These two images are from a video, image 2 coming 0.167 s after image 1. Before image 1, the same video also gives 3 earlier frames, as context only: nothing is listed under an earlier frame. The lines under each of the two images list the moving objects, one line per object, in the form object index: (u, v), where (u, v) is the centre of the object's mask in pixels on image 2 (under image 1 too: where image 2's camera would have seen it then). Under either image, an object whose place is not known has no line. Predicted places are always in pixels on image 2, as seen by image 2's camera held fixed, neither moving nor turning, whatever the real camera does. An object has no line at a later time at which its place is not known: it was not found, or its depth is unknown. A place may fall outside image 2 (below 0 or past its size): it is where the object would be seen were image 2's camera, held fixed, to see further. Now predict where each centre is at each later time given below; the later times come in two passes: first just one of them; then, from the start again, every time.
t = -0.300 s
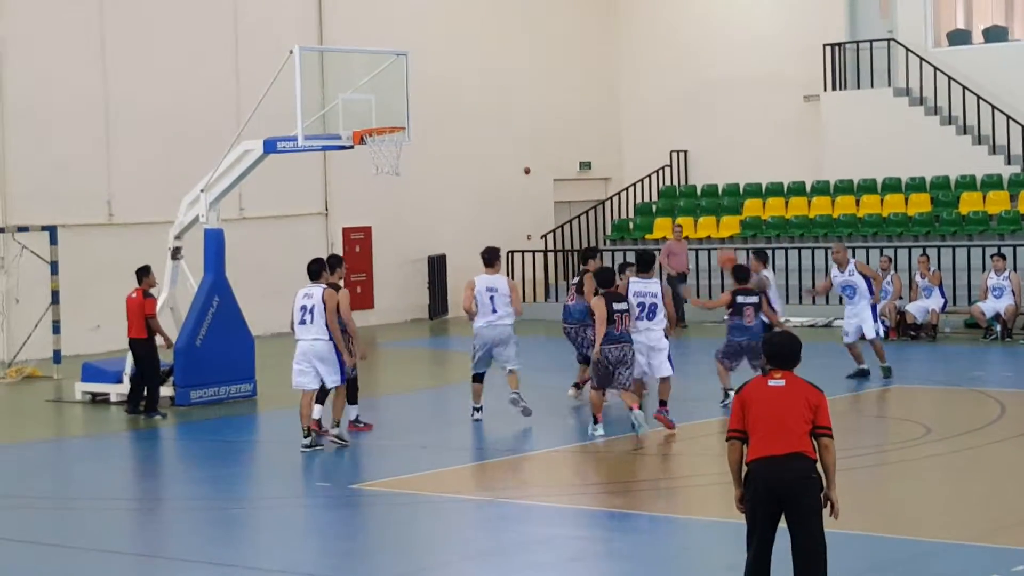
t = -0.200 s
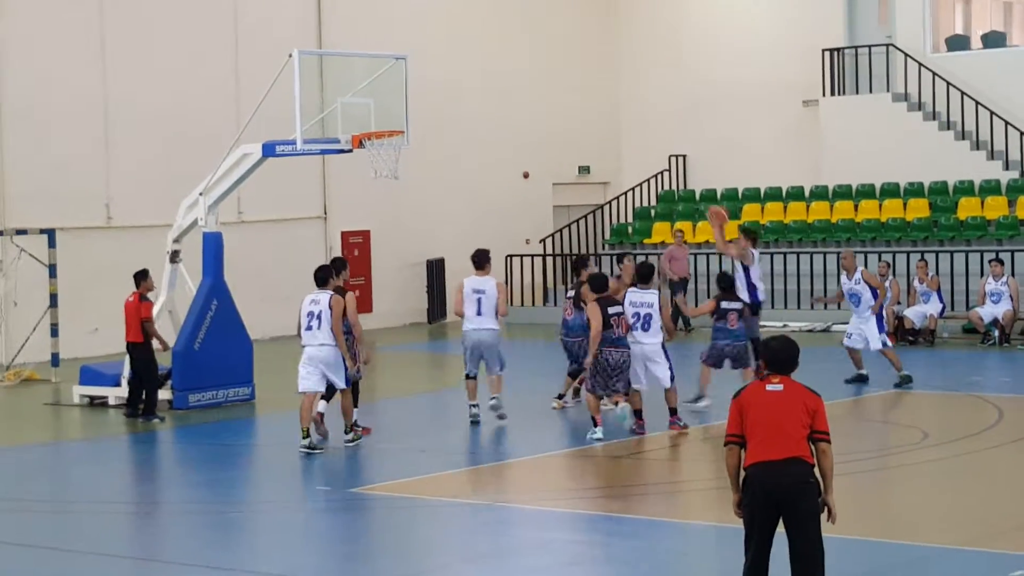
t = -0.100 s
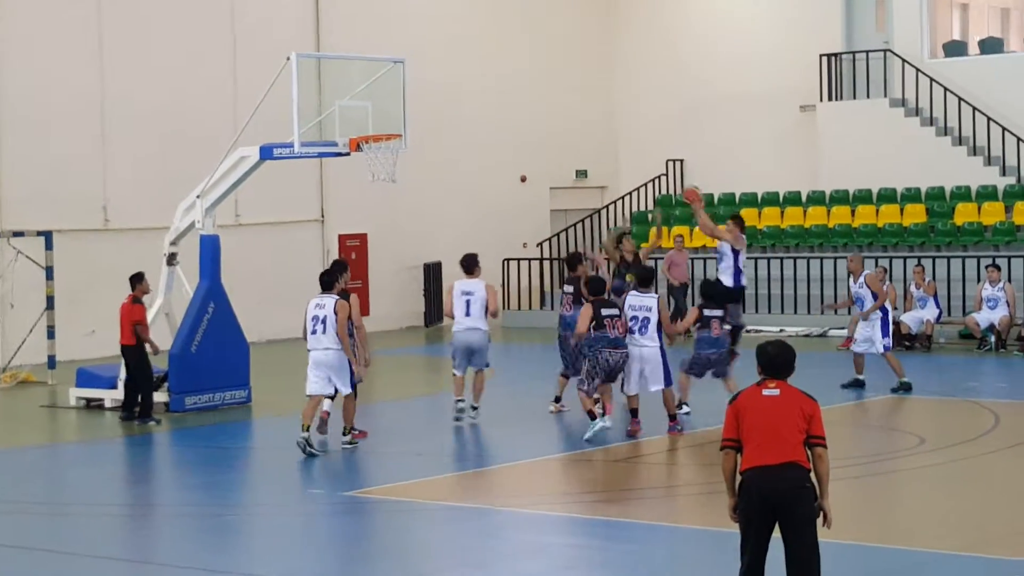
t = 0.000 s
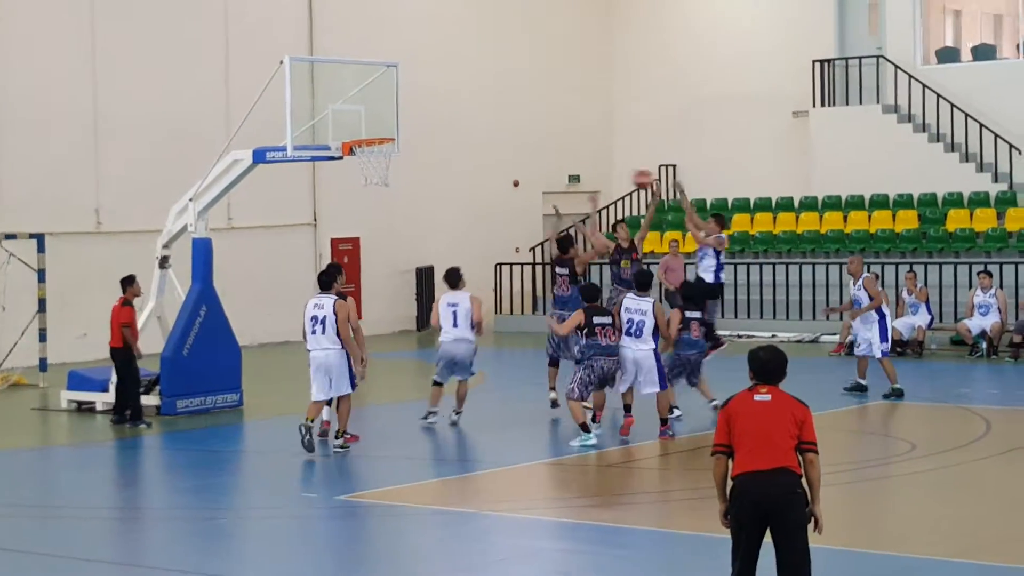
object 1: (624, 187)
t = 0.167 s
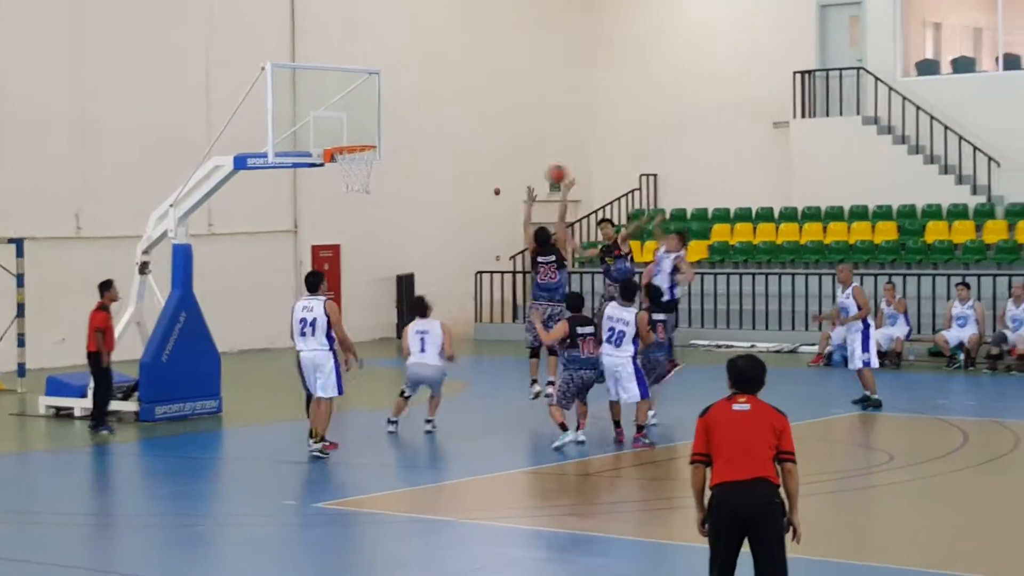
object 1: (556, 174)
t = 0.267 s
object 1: (523, 173)
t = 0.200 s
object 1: (545, 173)
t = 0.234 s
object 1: (534, 172)
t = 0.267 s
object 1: (523, 173)
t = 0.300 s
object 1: (511, 174)
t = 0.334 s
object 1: (499, 177)
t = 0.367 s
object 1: (487, 181)
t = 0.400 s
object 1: (476, 185)
